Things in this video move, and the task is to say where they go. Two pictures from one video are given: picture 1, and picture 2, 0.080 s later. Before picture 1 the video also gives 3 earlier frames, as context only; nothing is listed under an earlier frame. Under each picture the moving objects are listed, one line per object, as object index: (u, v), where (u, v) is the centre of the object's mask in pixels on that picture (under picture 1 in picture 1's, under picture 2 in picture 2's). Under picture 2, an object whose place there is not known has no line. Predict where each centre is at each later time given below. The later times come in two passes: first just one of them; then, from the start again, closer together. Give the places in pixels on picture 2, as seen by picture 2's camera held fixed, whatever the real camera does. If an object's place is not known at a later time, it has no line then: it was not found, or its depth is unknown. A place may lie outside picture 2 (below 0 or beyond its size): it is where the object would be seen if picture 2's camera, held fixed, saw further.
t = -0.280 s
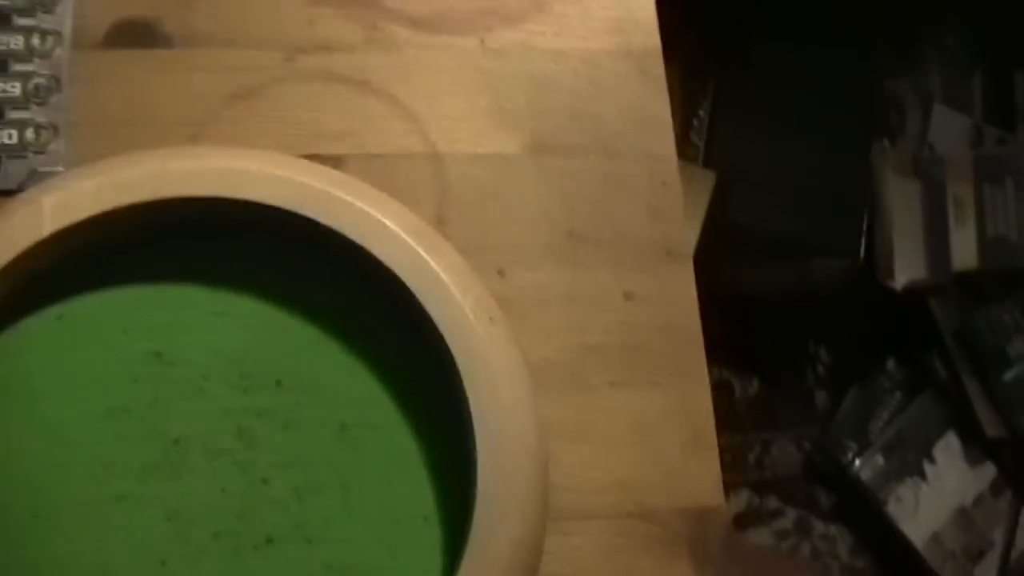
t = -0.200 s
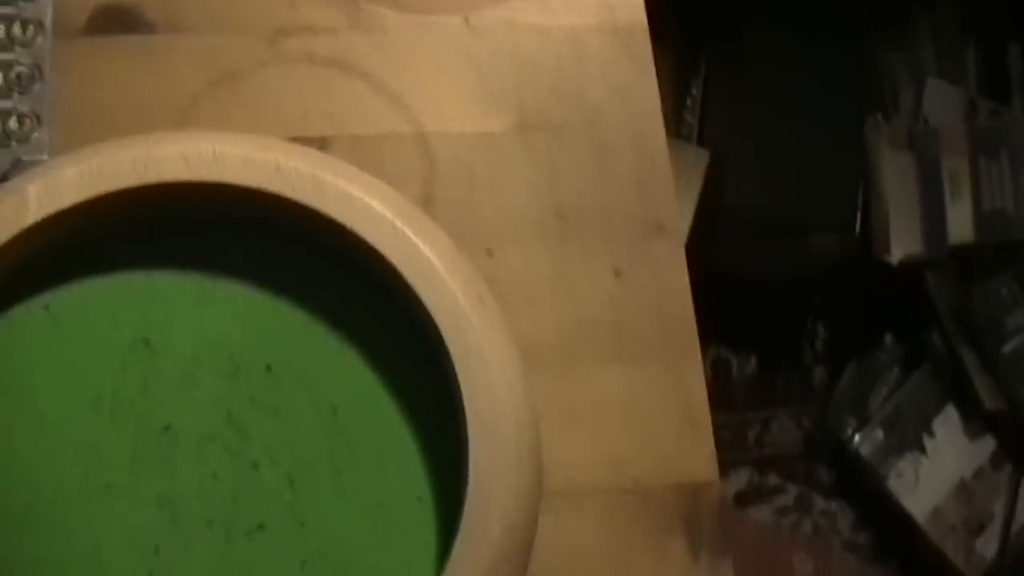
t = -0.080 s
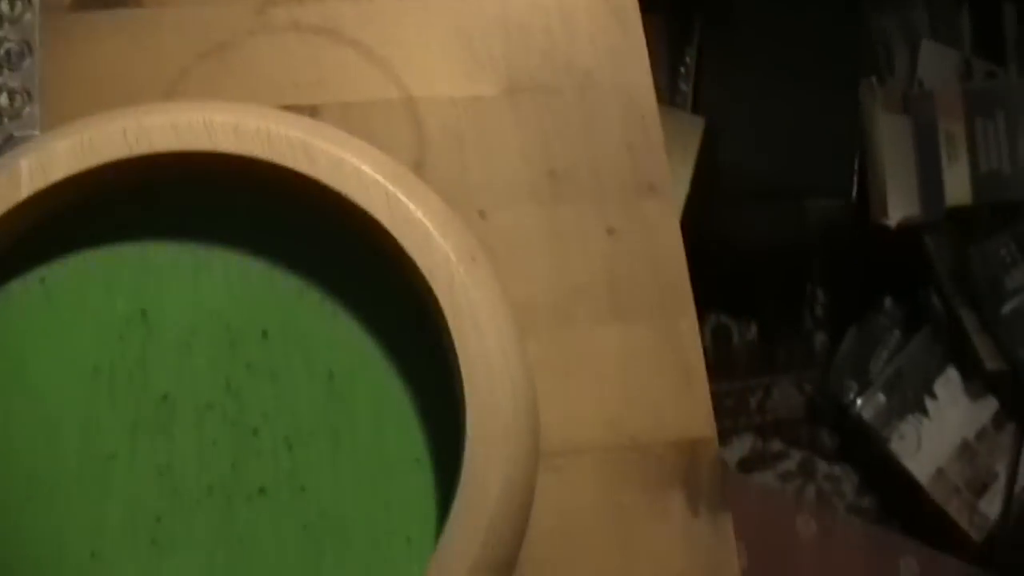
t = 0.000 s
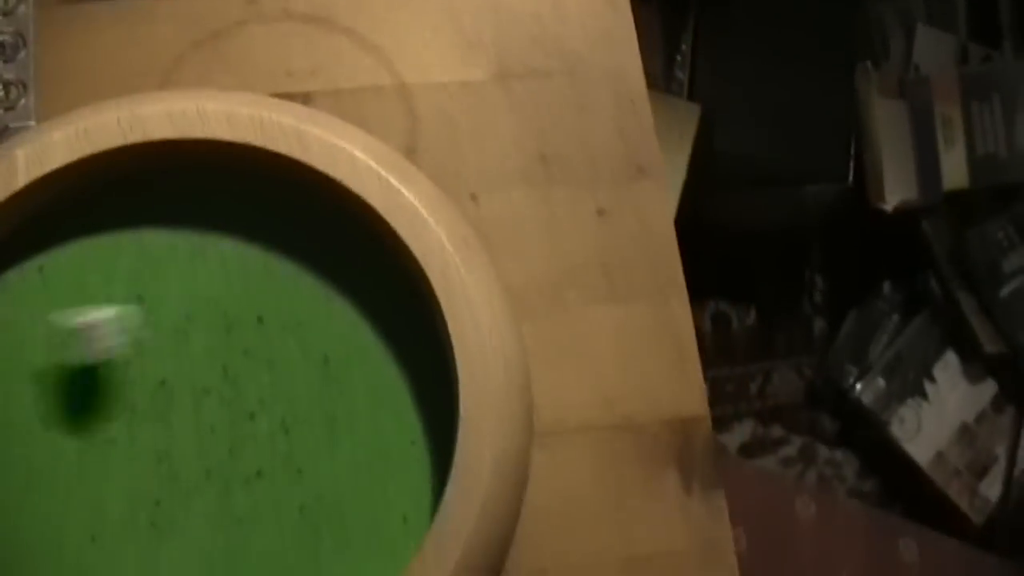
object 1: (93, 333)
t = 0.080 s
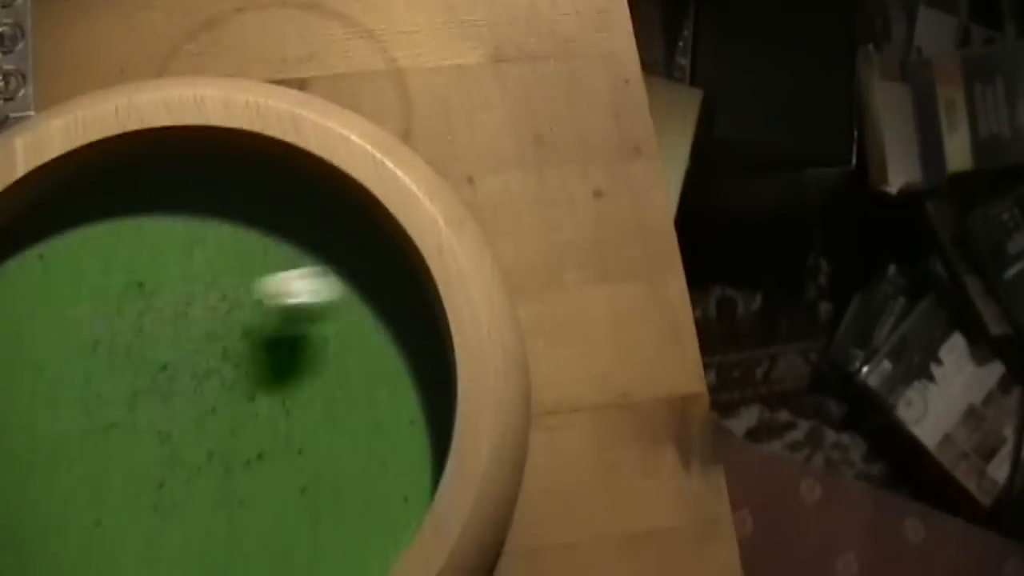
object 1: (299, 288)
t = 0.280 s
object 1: (299, 315)
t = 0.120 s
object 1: (380, 291)
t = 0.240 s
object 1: (331, 319)
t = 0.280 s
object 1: (299, 315)
